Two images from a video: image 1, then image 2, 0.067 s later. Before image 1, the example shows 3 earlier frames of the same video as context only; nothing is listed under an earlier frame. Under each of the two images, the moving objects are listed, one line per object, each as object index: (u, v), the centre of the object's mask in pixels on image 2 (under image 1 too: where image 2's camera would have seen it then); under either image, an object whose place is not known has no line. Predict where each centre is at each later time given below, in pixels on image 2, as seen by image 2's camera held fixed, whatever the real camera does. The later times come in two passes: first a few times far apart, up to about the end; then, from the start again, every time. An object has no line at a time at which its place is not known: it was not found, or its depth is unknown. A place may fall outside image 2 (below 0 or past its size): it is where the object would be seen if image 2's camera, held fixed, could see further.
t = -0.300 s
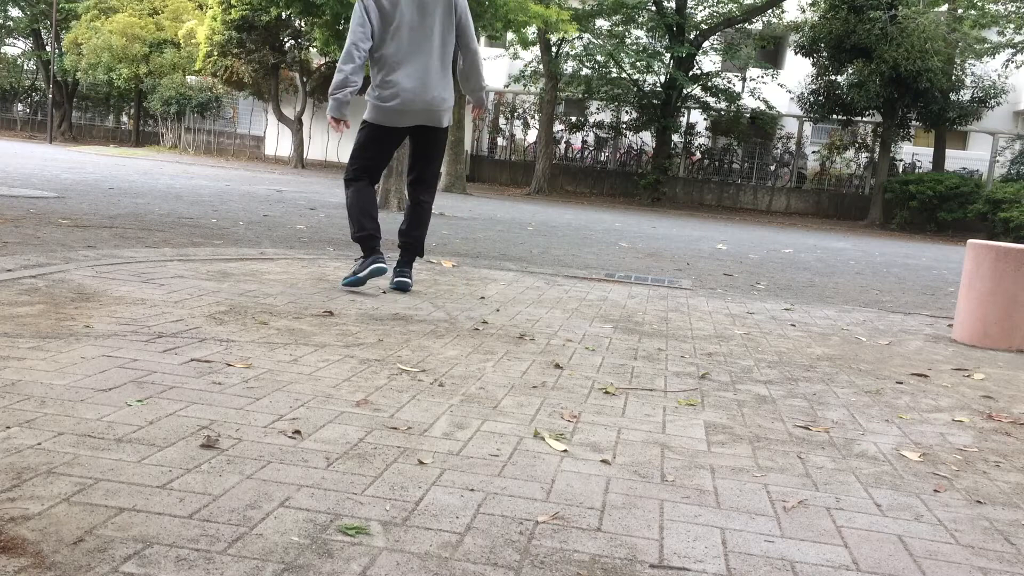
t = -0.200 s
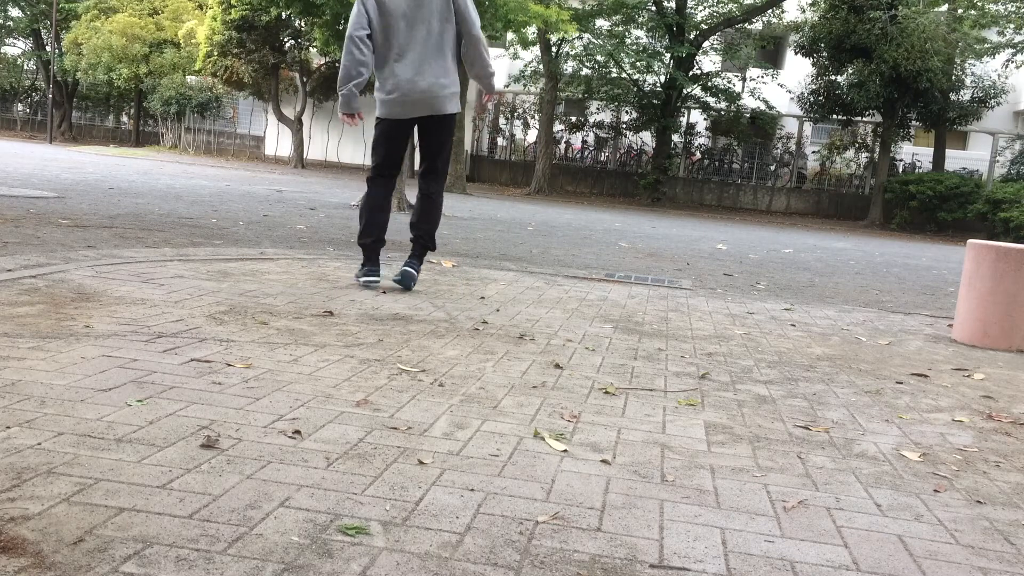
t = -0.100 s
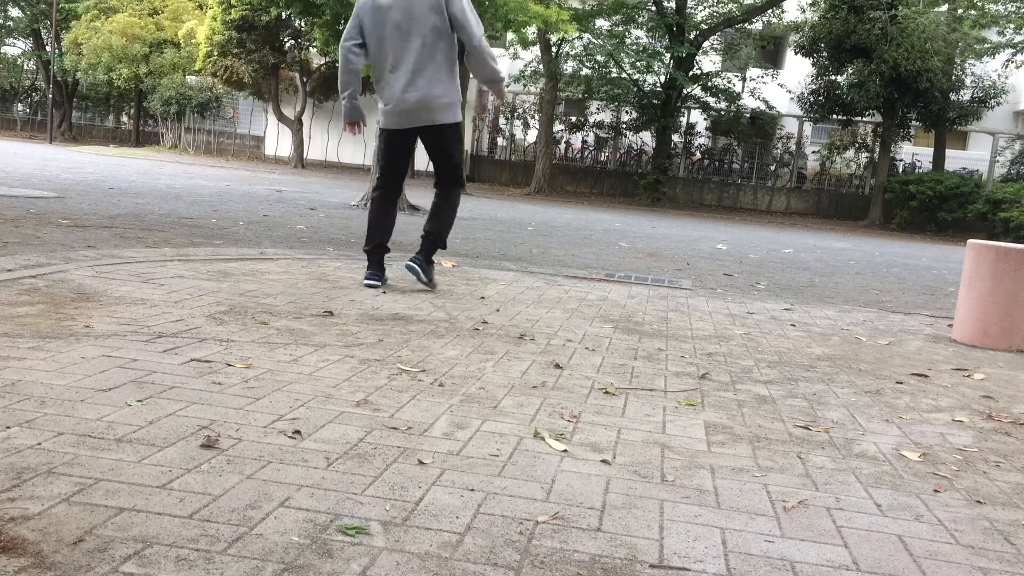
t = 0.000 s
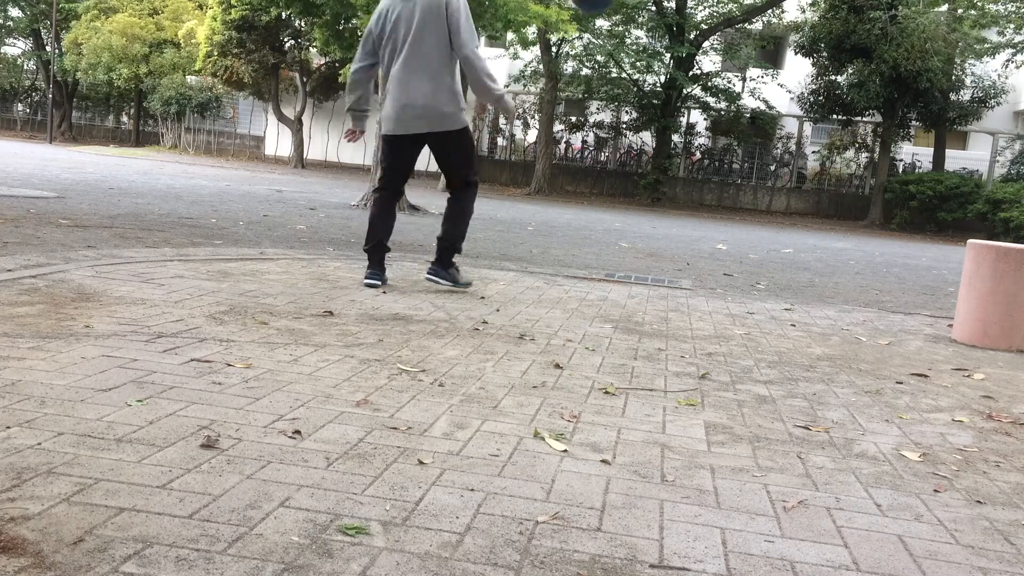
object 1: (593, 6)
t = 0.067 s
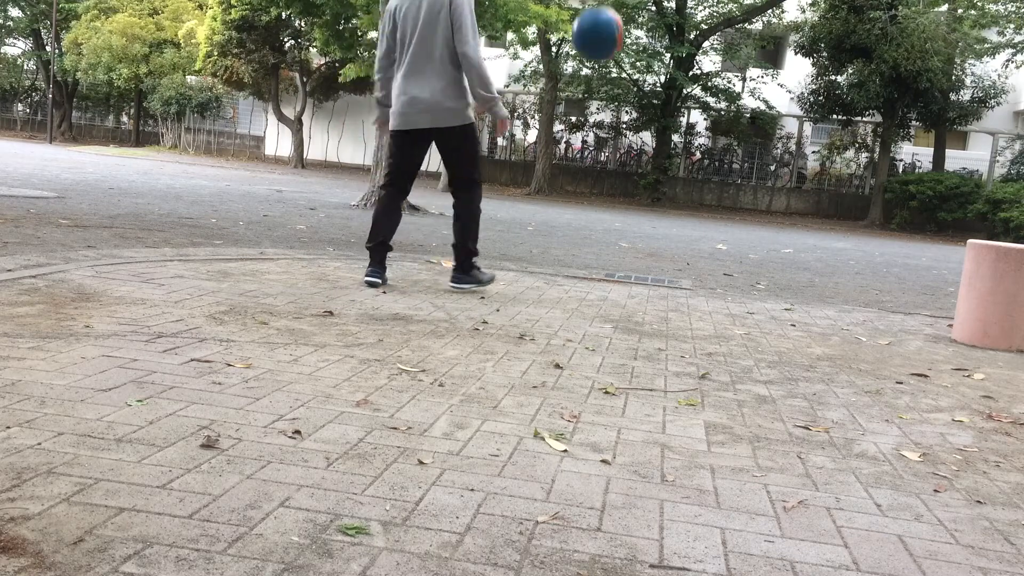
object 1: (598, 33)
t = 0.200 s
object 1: (602, 165)
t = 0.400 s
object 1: (615, 197)
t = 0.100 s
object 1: (599, 63)
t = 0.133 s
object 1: (600, 94)
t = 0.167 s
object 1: (600, 126)
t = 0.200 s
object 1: (602, 165)
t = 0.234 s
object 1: (602, 200)
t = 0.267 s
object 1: (602, 243)
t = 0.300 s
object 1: (601, 286)
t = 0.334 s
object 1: (605, 261)
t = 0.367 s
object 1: (611, 228)
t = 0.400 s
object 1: (615, 197)
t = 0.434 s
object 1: (619, 169)
